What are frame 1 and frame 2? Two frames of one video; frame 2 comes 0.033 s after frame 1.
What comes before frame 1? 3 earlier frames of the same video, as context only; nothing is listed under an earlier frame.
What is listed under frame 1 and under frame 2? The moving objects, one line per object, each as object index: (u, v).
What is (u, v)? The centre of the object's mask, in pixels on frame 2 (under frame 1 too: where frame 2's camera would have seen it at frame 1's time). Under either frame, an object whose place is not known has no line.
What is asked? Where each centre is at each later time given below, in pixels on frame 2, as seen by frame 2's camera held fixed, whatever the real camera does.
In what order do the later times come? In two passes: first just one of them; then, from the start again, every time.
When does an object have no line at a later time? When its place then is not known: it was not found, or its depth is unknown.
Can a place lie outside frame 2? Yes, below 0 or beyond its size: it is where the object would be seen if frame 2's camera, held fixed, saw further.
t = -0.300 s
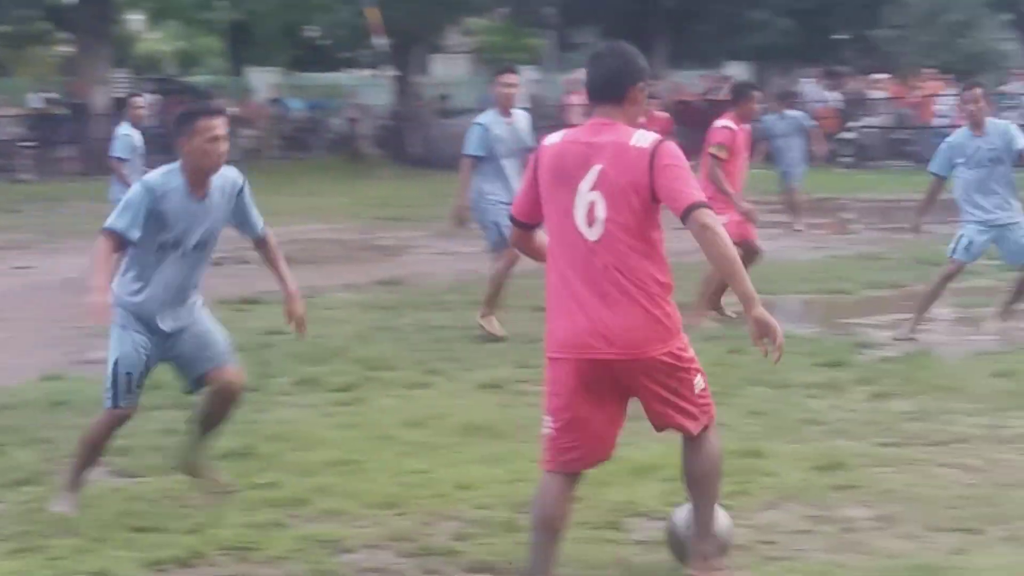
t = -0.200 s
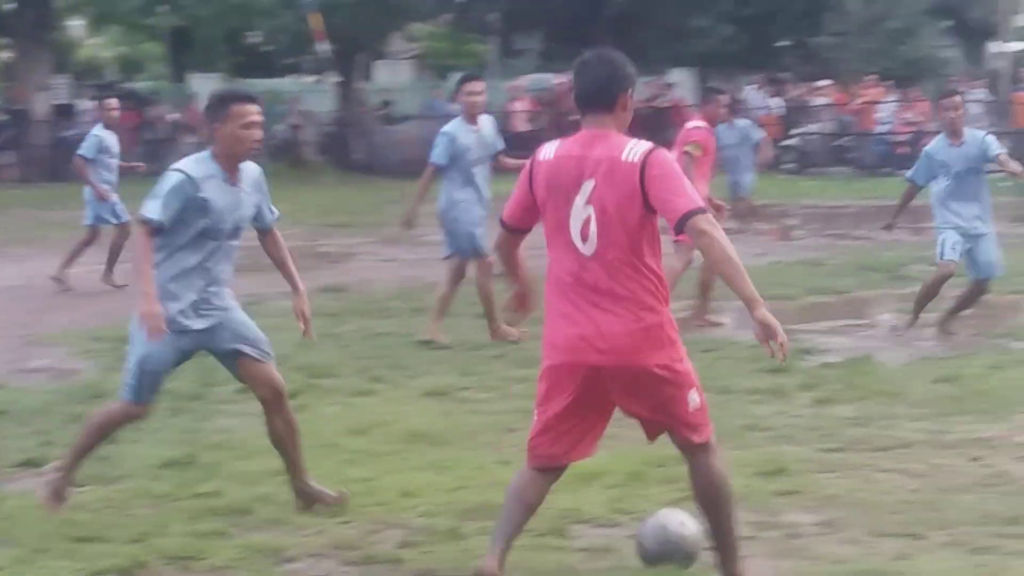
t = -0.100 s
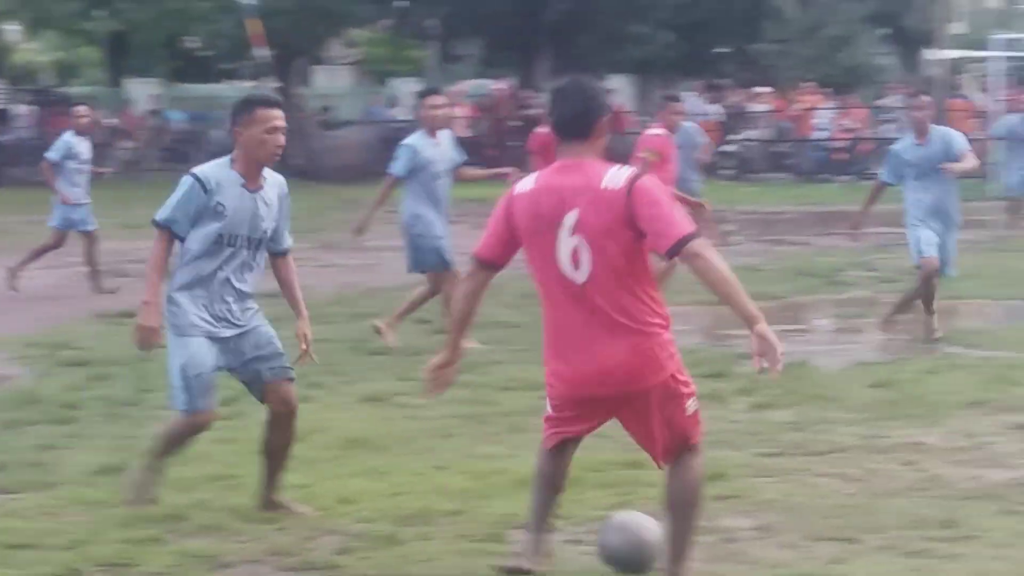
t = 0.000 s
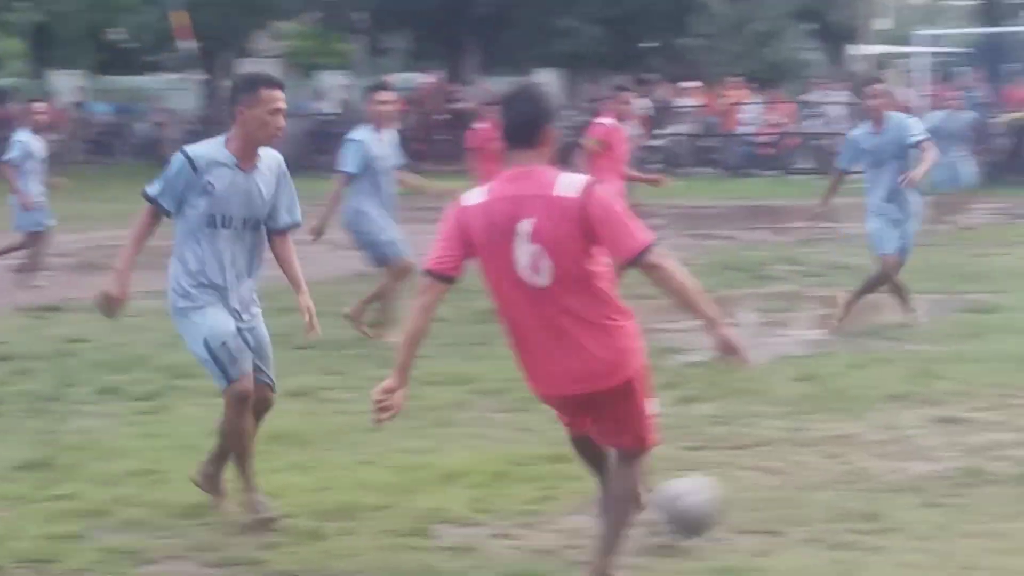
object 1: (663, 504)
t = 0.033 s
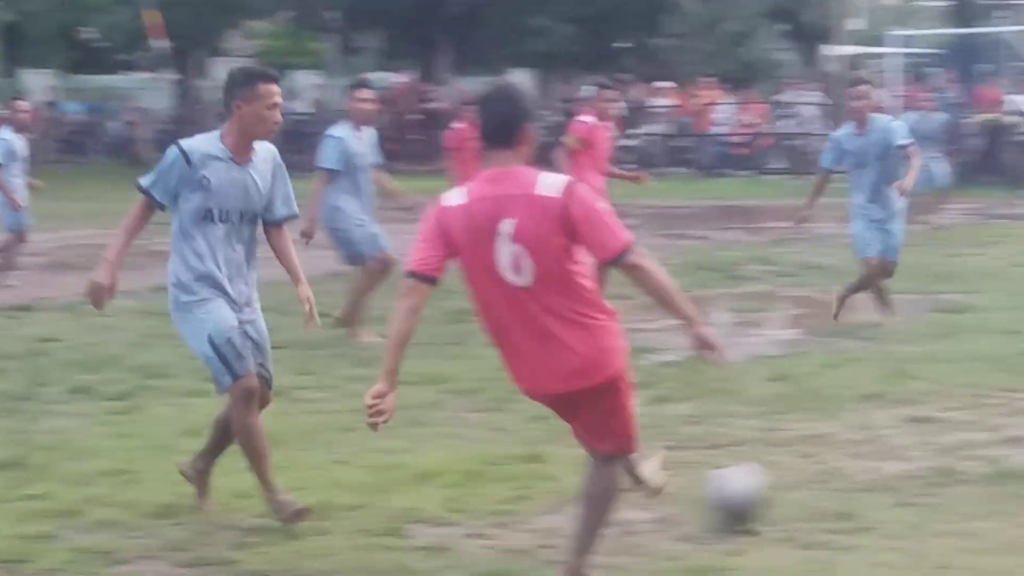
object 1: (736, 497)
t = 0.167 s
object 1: (990, 464)
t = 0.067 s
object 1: (807, 487)
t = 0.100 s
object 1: (872, 480)
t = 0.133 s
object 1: (933, 473)
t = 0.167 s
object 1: (990, 464)
